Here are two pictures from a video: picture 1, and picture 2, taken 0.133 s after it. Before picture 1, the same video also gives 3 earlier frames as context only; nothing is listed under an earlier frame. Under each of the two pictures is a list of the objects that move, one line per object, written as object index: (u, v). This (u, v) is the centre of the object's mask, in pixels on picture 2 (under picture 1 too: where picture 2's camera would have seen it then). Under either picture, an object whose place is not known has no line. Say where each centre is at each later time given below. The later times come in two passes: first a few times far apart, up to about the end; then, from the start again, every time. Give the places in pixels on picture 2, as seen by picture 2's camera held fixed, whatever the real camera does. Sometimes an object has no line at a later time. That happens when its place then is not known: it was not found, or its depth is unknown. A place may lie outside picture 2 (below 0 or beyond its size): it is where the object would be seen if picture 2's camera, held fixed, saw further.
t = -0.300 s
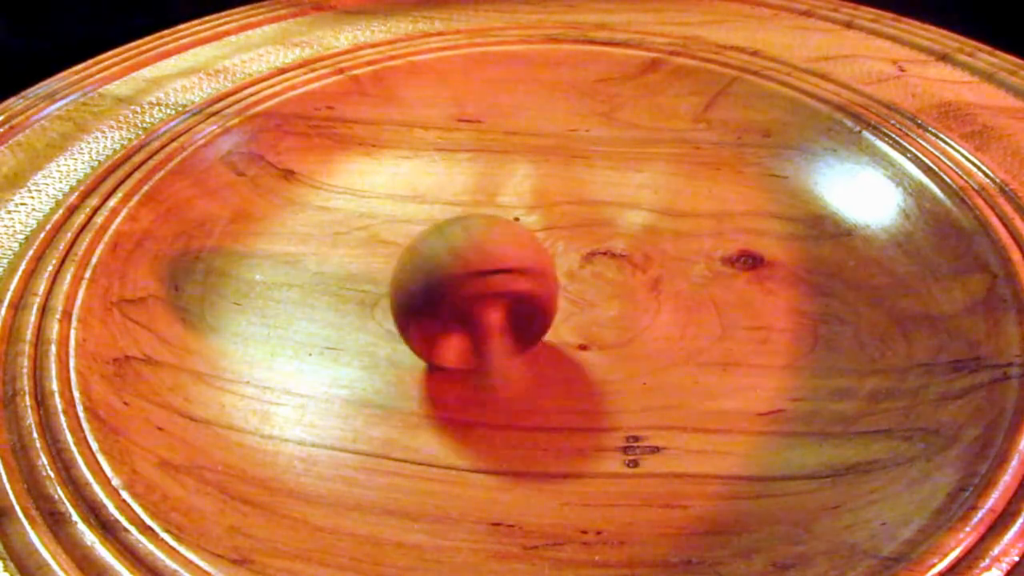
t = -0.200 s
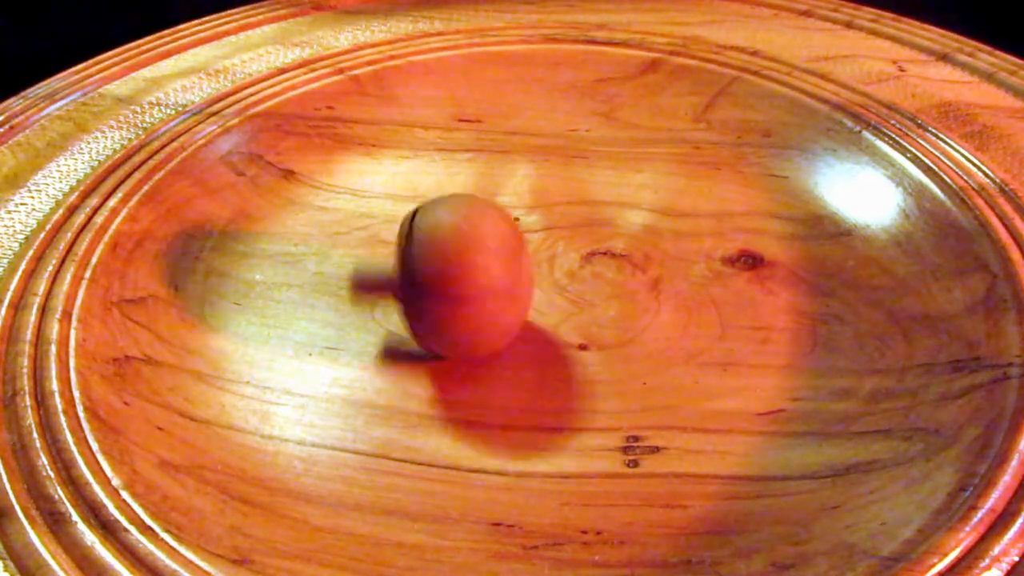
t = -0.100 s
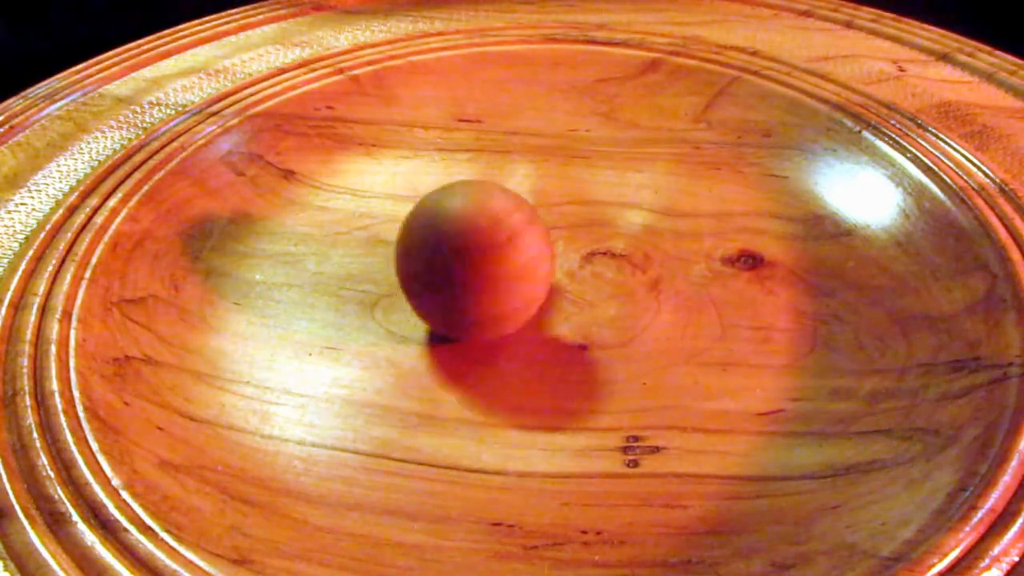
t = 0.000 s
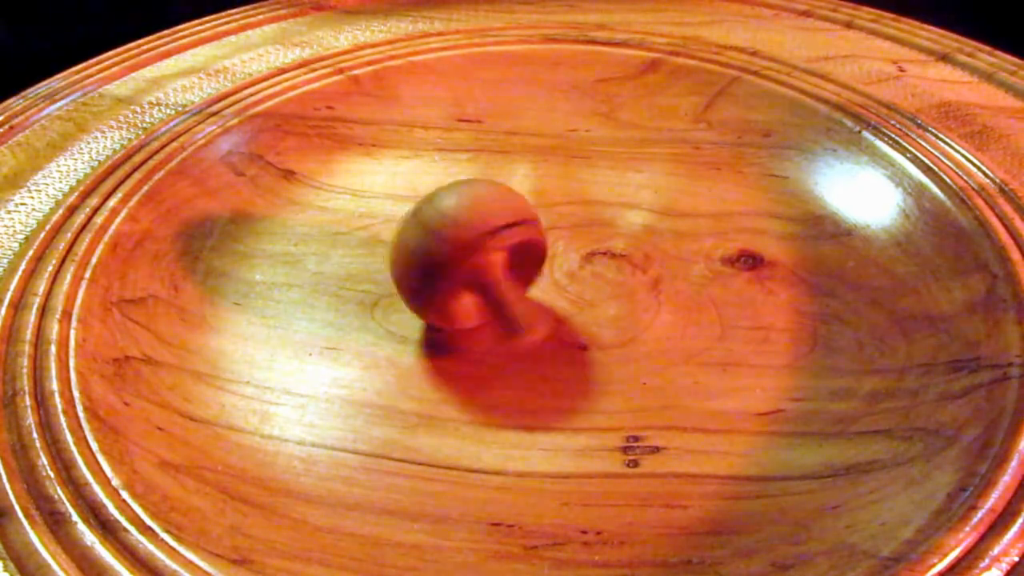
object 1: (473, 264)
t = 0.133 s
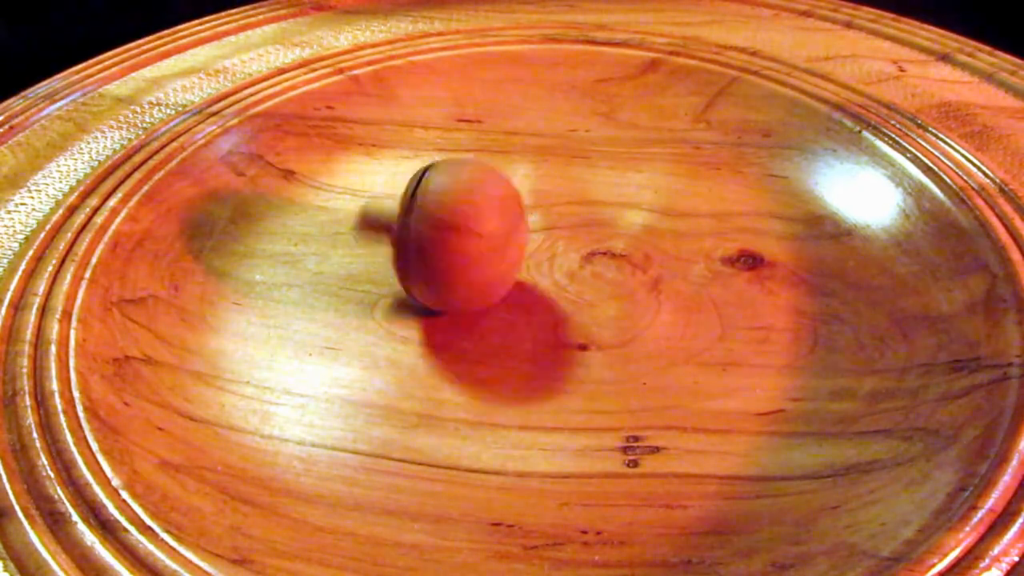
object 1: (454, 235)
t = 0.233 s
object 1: (486, 231)
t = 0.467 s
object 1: (503, 241)
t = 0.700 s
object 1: (540, 266)
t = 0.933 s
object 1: (548, 256)
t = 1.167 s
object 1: (514, 262)
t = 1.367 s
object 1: (520, 254)
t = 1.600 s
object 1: (470, 264)
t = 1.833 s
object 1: (520, 265)
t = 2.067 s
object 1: (487, 266)
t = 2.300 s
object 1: (507, 275)
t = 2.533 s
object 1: (491, 242)
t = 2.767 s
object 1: (522, 262)
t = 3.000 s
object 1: (500, 237)
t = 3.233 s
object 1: (503, 264)
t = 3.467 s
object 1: (494, 245)
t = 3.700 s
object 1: (528, 277)
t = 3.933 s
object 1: (508, 248)
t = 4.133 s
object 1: (542, 269)
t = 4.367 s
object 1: (453, 244)
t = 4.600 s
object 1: (464, 274)
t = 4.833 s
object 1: (462, 243)
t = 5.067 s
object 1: (446, 269)
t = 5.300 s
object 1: (490, 269)
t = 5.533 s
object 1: (506, 253)
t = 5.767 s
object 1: (499, 253)
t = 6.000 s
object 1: (499, 254)
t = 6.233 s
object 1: (491, 255)
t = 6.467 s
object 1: (502, 248)
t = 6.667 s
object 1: (501, 253)
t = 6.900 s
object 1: (504, 249)
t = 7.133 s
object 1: (503, 251)
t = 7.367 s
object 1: (504, 250)
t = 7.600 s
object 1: (505, 251)
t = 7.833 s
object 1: (505, 252)
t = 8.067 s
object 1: (504, 252)
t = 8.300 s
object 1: (504, 252)
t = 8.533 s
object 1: (504, 252)
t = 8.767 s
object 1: (504, 252)
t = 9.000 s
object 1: (504, 252)
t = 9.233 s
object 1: (504, 252)
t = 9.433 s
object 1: (504, 252)
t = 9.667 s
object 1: (505, 252)
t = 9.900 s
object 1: (505, 252)
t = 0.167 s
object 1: (465, 230)
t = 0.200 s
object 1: (476, 228)
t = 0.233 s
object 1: (486, 231)
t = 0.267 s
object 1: (492, 233)
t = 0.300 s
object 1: (500, 239)
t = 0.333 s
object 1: (503, 247)
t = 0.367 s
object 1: (498, 247)
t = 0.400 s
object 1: (496, 249)
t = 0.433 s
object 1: (500, 244)
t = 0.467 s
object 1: (503, 241)
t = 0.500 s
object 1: (510, 238)
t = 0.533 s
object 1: (520, 239)
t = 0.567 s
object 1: (529, 241)
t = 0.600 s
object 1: (541, 245)
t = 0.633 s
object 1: (543, 251)
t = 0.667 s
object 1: (544, 259)
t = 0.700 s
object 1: (540, 266)
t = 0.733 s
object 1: (533, 269)
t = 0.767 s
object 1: (533, 260)
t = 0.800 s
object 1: (532, 262)
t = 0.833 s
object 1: (530, 261)
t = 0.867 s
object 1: (534, 258)
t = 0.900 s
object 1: (541, 256)
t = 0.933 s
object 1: (548, 256)
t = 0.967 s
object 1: (551, 258)
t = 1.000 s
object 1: (562, 266)
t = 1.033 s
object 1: (546, 263)
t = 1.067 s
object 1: (544, 271)
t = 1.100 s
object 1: (532, 272)
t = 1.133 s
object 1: (520, 270)
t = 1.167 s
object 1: (514, 262)
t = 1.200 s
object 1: (505, 258)
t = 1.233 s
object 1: (505, 253)
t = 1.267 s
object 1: (508, 249)
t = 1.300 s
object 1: (512, 249)
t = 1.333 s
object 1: (516, 250)
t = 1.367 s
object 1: (520, 254)
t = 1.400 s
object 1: (520, 260)
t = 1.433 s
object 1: (510, 266)
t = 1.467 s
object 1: (502, 272)
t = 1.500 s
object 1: (488, 271)
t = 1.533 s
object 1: (482, 263)
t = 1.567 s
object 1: (480, 262)
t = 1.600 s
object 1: (470, 264)
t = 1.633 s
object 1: (475, 260)
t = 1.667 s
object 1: (484, 255)
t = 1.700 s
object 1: (495, 254)
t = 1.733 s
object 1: (506, 253)
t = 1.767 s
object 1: (514, 255)
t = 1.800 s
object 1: (522, 260)
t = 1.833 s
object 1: (520, 265)
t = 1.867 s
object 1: (515, 273)
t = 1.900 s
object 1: (509, 281)
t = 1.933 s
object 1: (498, 278)
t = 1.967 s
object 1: (490, 278)
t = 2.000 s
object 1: (493, 266)
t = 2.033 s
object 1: (491, 267)
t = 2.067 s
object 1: (487, 266)
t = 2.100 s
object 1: (492, 264)
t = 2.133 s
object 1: (498, 263)
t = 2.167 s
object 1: (504, 263)
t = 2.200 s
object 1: (510, 265)
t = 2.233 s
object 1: (513, 267)
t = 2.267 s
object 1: (513, 272)
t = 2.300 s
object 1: (507, 275)
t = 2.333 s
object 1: (499, 275)
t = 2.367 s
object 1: (490, 272)
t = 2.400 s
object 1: (482, 270)
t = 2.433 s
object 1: (475, 265)
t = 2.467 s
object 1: (477, 256)
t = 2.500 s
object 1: (481, 248)
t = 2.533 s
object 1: (491, 242)
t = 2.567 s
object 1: (506, 240)
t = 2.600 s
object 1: (519, 240)
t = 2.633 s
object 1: (531, 241)
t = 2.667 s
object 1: (537, 247)
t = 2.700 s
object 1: (536, 253)
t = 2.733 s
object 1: (534, 259)
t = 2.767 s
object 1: (522, 262)
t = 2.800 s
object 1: (511, 262)
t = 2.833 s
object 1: (499, 262)
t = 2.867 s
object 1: (488, 257)
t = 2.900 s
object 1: (487, 250)
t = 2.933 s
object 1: (485, 243)
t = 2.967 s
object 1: (492, 239)
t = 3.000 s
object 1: (500, 237)
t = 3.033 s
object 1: (510, 236)
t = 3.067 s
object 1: (517, 238)
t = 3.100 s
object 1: (524, 243)
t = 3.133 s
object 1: (523, 249)
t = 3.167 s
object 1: (520, 255)
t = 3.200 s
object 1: (514, 261)
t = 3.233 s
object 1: (503, 264)
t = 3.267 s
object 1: (494, 265)
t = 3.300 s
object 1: (481, 269)
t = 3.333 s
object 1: (477, 263)
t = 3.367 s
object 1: (476, 258)
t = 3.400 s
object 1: (480, 253)
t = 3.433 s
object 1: (484, 247)
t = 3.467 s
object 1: (494, 245)
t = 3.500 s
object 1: (507, 247)
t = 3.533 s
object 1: (519, 250)
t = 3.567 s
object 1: (530, 254)
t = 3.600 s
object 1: (531, 261)
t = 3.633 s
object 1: (536, 267)
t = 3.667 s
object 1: (536, 273)
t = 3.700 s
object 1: (528, 277)
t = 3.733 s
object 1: (519, 279)
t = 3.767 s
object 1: (512, 278)
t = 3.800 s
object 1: (503, 278)
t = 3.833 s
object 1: (498, 270)
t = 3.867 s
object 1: (499, 263)
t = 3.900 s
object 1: (500, 254)
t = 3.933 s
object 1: (508, 248)
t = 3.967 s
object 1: (517, 245)
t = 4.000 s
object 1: (528, 247)
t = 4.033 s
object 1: (539, 248)
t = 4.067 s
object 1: (547, 252)
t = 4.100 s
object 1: (546, 261)
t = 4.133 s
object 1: (542, 269)
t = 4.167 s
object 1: (525, 277)
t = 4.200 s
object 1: (502, 282)
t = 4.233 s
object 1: (482, 282)
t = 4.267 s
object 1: (461, 273)
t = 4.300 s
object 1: (450, 262)
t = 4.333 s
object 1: (448, 252)
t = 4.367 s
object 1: (453, 244)
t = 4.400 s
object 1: (462, 241)
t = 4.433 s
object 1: (475, 240)
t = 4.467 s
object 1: (484, 246)
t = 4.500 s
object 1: (487, 254)
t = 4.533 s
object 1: (488, 262)
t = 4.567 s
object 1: (479, 269)
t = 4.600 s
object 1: (464, 274)
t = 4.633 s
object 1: (449, 276)
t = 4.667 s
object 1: (436, 274)
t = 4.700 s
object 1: (425, 265)
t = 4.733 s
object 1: (424, 255)
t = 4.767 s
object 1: (433, 249)
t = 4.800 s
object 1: (446, 243)
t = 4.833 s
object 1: (462, 243)
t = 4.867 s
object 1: (475, 252)
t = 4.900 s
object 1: (484, 258)
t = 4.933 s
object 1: (484, 269)
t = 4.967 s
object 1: (474, 277)
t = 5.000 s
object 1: (464, 280)
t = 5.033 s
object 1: (454, 278)
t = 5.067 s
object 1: (446, 269)
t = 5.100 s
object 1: (451, 260)
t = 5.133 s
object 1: (464, 253)
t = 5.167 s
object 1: (479, 252)
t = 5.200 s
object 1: (492, 254)
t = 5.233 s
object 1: (499, 258)
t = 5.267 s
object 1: (498, 265)
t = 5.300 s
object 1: (490, 269)
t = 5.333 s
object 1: (482, 268)
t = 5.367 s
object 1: (475, 258)
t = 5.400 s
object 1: (477, 250)
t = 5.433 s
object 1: (488, 244)
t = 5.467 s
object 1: (500, 244)
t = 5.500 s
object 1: (507, 247)
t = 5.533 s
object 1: (506, 253)
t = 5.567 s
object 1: (496, 259)
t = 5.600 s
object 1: (485, 256)
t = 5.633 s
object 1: (479, 248)
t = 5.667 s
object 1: (484, 243)
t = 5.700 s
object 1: (493, 243)
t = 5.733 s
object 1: (499, 248)
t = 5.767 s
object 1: (499, 253)
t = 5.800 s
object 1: (491, 258)
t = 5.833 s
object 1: (483, 256)
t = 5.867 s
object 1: (481, 250)
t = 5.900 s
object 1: (487, 247)
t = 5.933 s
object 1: (496, 248)
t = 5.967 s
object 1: (501, 249)
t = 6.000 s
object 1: (499, 254)
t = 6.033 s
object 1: (493, 255)
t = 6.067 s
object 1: (489, 249)
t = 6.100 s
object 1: (490, 245)
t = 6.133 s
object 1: (496, 245)
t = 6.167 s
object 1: (500, 248)
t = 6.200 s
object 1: (497, 254)
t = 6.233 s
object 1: (491, 255)
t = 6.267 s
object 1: (488, 252)
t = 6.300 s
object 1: (492, 251)
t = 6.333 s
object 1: (500, 251)
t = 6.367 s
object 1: (504, 254)
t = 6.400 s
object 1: (503, 255)
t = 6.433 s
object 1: (501, 252)
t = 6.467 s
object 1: (502, 248)
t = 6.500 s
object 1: (504, 247)
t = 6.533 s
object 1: (502, 249)
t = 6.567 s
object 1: (496, 250)
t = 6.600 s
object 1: (493, 248)
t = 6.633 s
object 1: (497, 250)
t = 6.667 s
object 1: (501, 253)
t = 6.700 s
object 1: (501, 254)
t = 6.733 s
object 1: (501, 253)
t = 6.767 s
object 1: (505, 250)
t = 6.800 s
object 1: (507, 249)
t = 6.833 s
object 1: (504, 250)
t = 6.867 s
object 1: (502, 249)
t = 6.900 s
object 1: (504, 249)
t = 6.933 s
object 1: (504, 251)
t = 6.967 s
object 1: (501, 251)
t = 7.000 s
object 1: (503, 252)
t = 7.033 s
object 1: (505, 253)
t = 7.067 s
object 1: (505, 251)
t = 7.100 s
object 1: (505, 251)
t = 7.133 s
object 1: (503, 251)
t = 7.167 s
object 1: (503, 251)
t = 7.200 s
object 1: (503, 252)
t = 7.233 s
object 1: (503, 251)
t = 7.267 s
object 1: (503, 251)
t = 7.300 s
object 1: (503, 250)
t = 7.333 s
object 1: (503, 250)
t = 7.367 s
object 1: (504, 250)
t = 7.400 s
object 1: (505, 251)
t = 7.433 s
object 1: (505, 251)
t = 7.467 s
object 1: (505, 251)
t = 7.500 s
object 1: (505, 251)
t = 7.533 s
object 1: (505, 251)
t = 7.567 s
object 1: (505, 251)
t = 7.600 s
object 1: (505, 251)
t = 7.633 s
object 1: (505, 252)
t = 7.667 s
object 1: (505, 252)
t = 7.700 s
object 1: (505, 252)
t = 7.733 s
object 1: (505, 252)
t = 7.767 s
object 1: (505, 252)
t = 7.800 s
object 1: (505, 252)
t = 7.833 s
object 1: (505, 252)
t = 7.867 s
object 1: (505, 252)
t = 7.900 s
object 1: (505, 252)
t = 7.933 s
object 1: (505, 252)
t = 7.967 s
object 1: (505, 252)
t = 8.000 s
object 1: (505, 252)
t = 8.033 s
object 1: (504, 252)
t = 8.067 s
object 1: (504, 252)
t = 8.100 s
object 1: (504, 252)
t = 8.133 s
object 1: (504, 252)
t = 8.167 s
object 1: (504, 252)
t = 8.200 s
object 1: (504, 252)
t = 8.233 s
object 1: (504, 252)
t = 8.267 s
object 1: (504, 252)
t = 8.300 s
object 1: (504, 252)
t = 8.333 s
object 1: (504, 252)
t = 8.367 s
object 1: (504, 252)
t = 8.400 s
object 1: (504, 252)
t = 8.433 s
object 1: (504, 252)
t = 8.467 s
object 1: (504, 252)
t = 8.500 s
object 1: (504, 252)
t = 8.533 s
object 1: (504, 252)
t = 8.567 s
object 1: (505, 252)
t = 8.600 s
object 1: (504, 252)
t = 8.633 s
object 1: (504, 252)
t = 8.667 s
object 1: (505, 252)
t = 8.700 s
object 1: (504, 252)
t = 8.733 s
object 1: (504, 252)
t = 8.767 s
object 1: (504, 252)
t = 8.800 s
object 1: (504, 253)
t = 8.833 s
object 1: (504, 252)
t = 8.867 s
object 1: (504, 252)
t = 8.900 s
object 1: (504, 252)
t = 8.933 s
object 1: (504, 252)
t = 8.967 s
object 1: (504, 252)
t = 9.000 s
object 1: (504, 252)
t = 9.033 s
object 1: (504, 252)
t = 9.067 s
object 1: (504, 252)
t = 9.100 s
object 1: (504, 252)
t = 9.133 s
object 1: (504, 252)
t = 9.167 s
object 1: (504, 252)
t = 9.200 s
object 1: (504, 252)
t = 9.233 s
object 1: (504, 252)
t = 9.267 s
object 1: (505, 252)
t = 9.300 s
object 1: (505, 253)
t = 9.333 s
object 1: (505, 252)
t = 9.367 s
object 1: (505, 252)
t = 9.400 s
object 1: (505, 252)
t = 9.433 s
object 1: (504, 252)
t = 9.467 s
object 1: (505, 252)
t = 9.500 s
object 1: (505, 252)
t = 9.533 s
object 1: (505, 252)
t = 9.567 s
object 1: (505, 252)
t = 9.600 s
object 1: (505, 252)
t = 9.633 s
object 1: (505, 252)
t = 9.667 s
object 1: (505, 252)
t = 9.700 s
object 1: (505, 253)
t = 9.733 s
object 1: (505, 252)
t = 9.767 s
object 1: (505, 252)
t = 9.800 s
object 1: (505, 253)
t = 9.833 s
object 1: (505, 252)
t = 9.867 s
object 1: (505, 252)
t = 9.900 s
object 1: (505, 252)
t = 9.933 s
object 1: (505, 252)
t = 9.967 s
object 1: (505, 252)
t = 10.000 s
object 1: (505, 252)
